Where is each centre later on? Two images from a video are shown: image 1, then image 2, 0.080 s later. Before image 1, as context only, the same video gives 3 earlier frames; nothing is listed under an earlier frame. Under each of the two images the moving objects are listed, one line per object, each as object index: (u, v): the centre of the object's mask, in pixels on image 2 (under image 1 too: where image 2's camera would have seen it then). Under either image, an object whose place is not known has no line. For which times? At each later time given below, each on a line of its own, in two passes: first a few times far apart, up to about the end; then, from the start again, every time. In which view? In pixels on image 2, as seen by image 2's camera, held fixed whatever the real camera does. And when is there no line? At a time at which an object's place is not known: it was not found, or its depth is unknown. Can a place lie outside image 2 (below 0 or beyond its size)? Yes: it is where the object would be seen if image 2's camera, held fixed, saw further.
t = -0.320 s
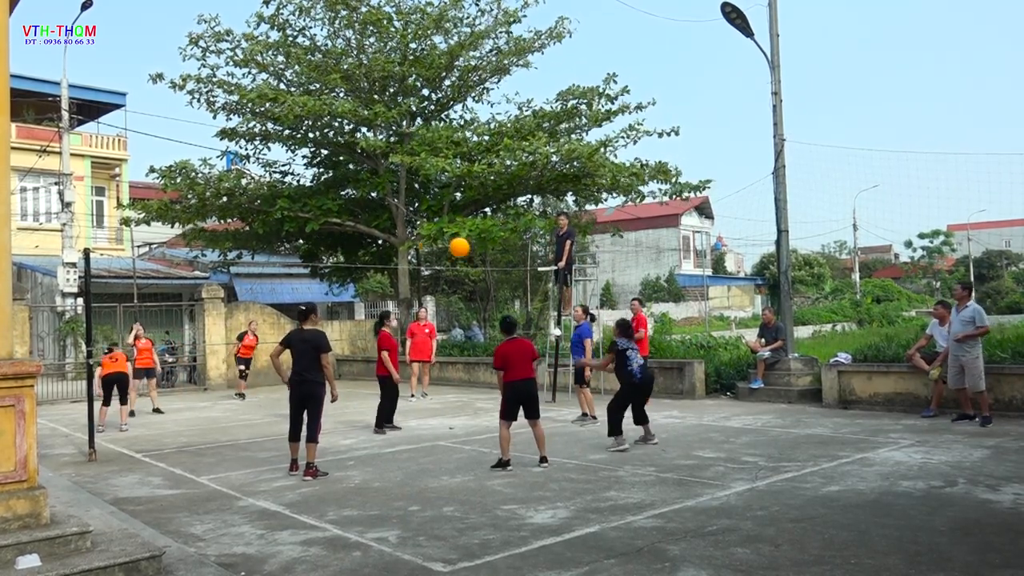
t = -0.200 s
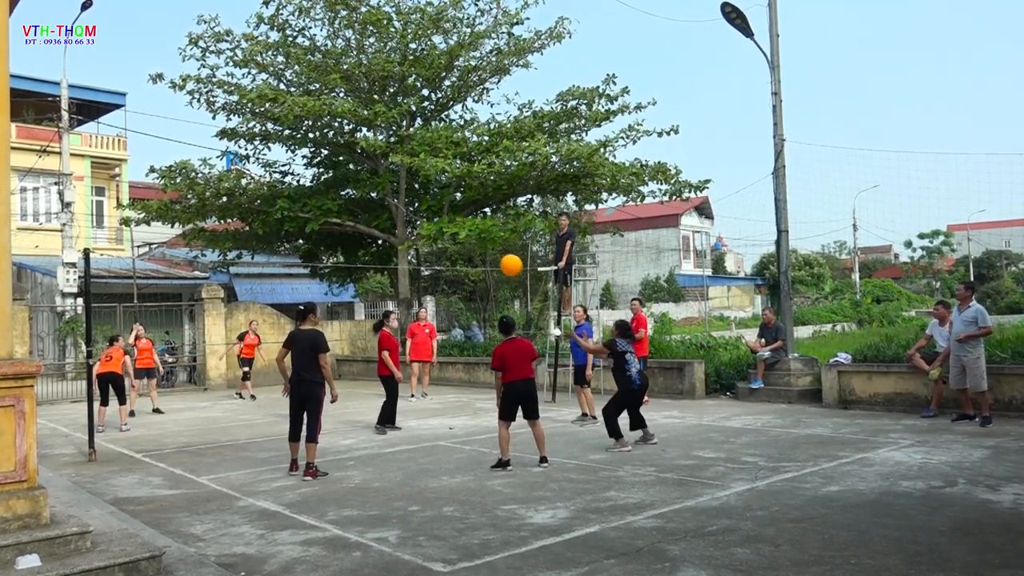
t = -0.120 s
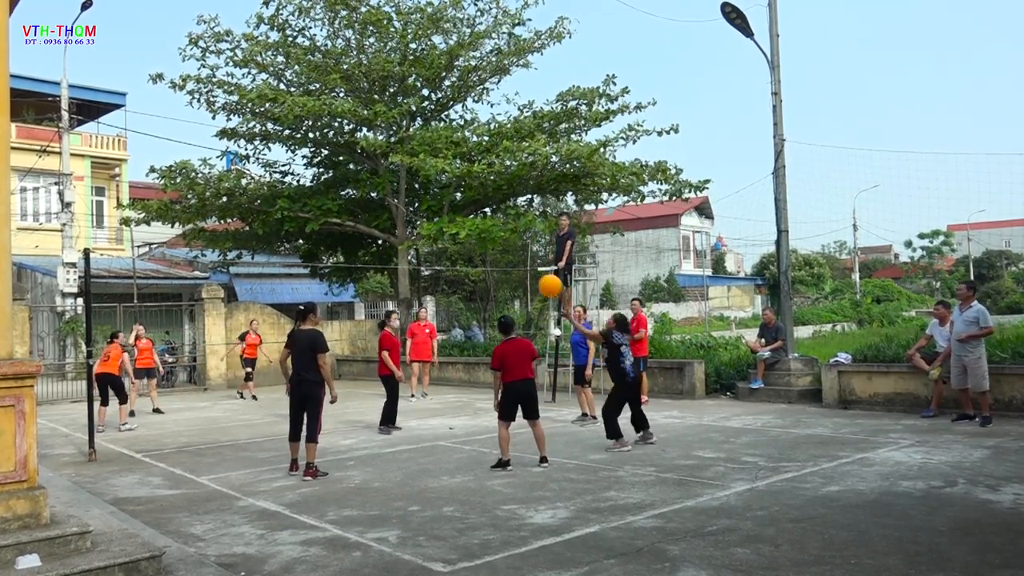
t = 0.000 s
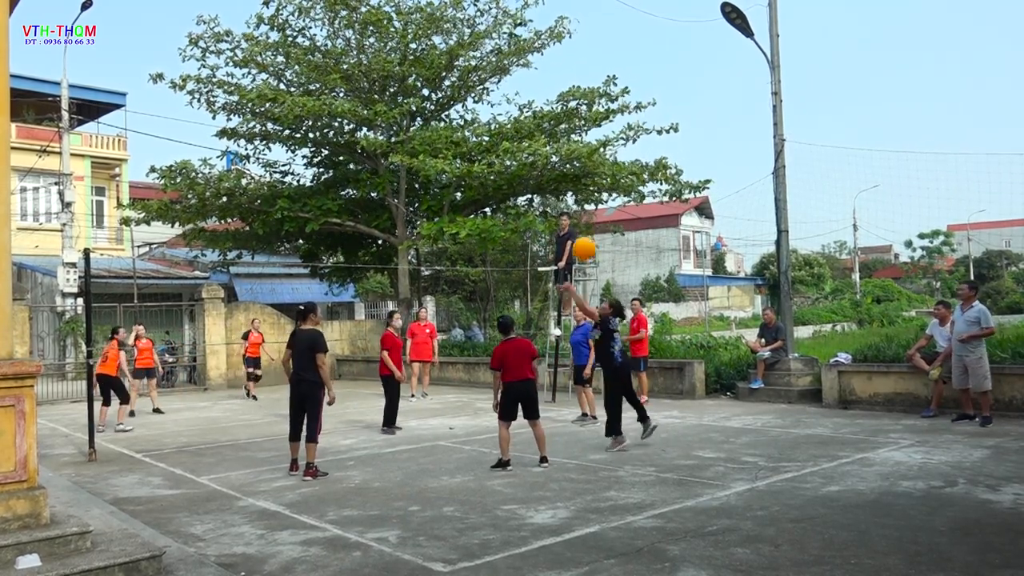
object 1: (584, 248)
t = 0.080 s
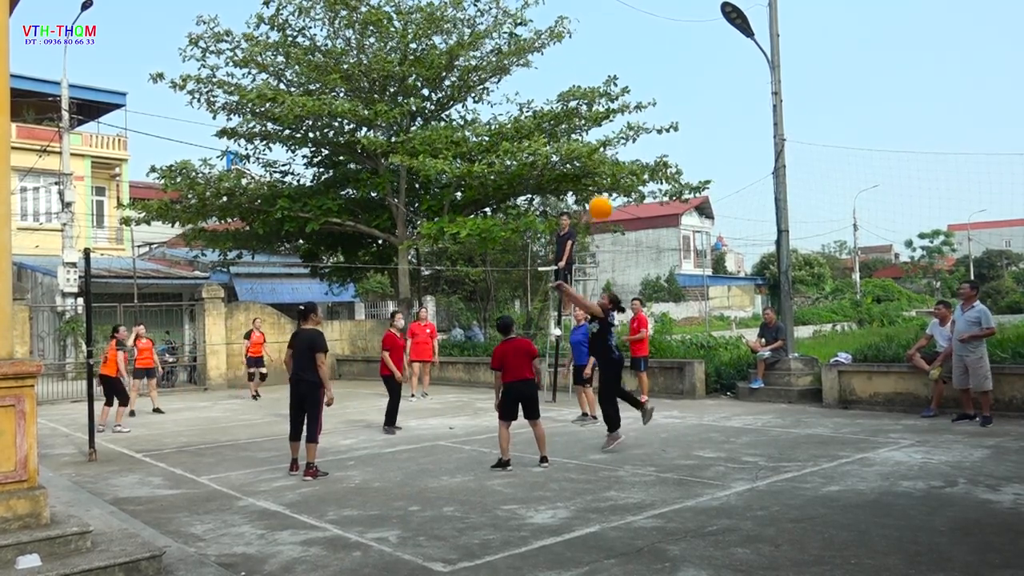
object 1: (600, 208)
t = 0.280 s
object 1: (643, 130)
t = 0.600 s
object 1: (719, 82)
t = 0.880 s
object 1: (797, 129)
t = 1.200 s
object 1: (904, 312)
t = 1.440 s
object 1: (1002, 438)
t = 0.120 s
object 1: (608, 189)
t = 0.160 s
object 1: (618, 173)
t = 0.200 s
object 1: (626, 158)
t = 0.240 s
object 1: (635, 143)
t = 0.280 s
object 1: (643, 130)
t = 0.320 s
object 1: (652, 119)
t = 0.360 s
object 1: (661, 109)
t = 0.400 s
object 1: (671, 100)
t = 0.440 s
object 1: (681, 94)
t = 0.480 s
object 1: (690, 89)
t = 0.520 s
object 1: (700, 85)
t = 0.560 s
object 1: (709, 83)
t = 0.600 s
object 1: (719, 82)
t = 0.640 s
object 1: (730, 83)
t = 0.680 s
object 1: (741, 86)
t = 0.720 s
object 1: (752, 91)
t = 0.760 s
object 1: (763, 98)
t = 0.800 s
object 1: (774, 106)
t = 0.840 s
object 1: (786, 116)
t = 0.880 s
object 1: (797, 129)
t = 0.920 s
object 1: (809, 143)
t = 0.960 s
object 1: (822, 160)
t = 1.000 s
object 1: (835, 179)
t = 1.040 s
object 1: (848, 201)
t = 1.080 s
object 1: (861, 225)
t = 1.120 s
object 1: (875, 252)
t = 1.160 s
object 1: (888, 280)
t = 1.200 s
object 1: (904, 312)
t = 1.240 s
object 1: (920, 347)
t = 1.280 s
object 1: (937, 385)
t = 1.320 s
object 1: (955, 424)
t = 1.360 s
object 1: (973, 468)
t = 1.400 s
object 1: (989, 474)
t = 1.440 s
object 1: (1002, 438)
